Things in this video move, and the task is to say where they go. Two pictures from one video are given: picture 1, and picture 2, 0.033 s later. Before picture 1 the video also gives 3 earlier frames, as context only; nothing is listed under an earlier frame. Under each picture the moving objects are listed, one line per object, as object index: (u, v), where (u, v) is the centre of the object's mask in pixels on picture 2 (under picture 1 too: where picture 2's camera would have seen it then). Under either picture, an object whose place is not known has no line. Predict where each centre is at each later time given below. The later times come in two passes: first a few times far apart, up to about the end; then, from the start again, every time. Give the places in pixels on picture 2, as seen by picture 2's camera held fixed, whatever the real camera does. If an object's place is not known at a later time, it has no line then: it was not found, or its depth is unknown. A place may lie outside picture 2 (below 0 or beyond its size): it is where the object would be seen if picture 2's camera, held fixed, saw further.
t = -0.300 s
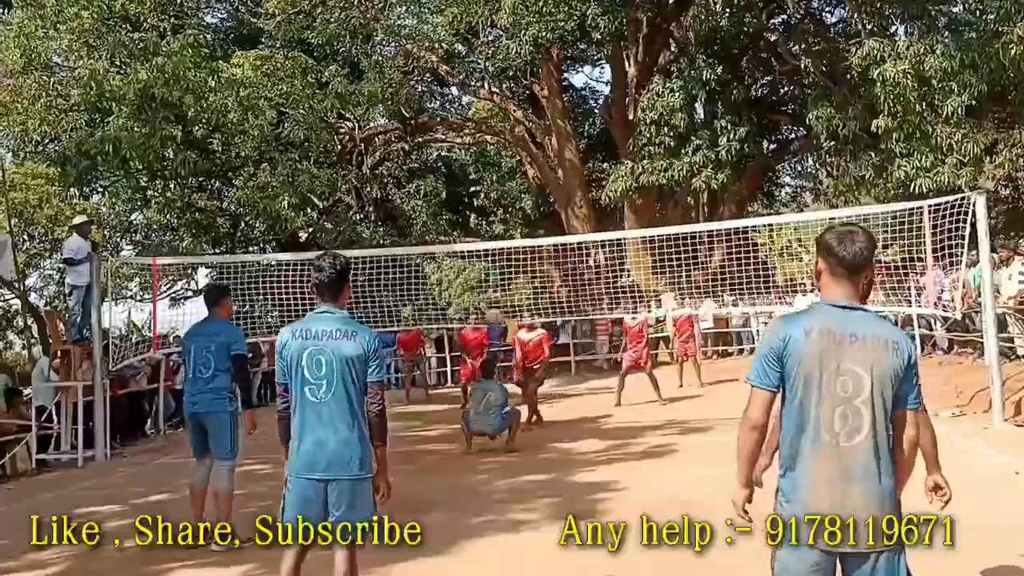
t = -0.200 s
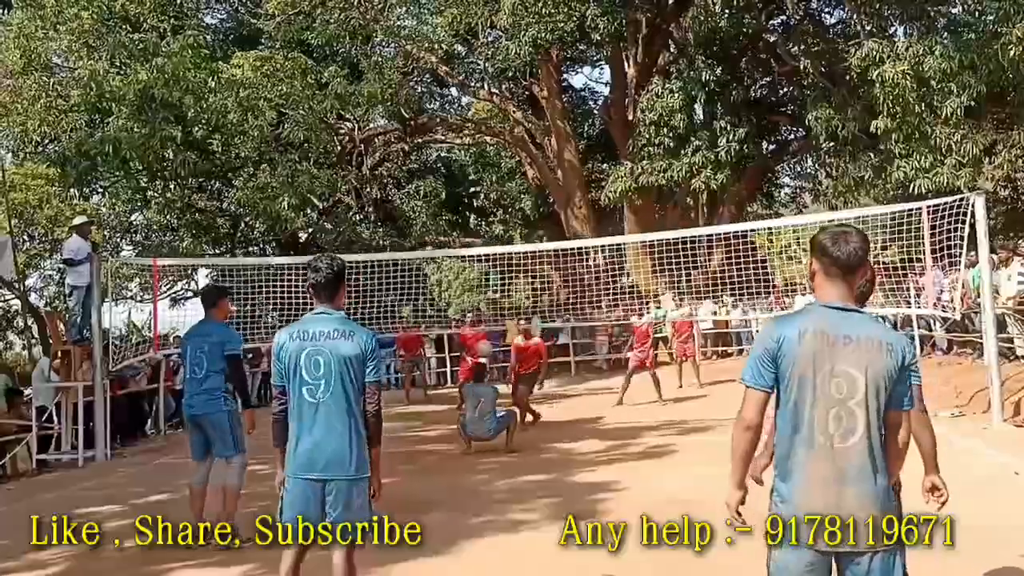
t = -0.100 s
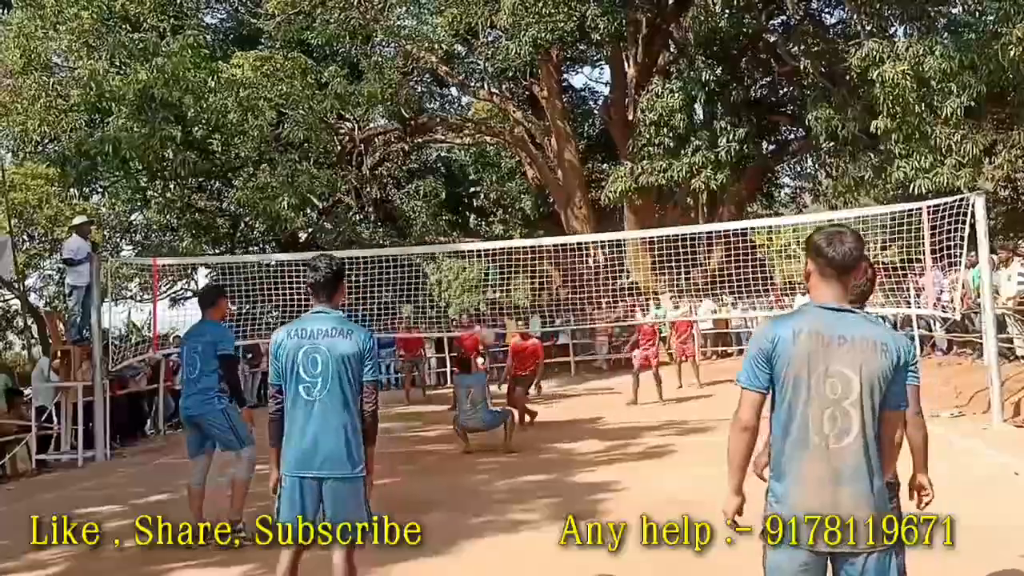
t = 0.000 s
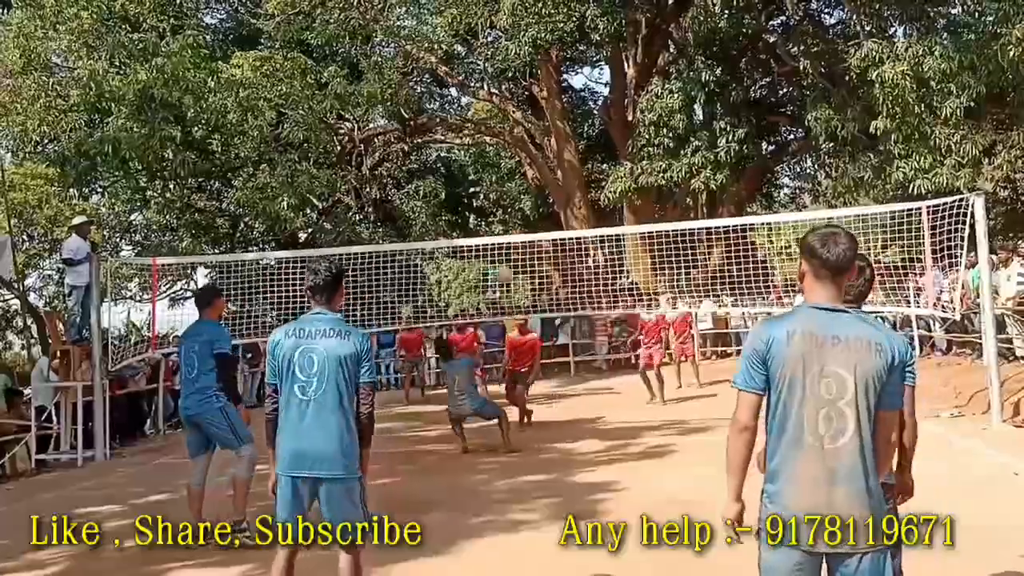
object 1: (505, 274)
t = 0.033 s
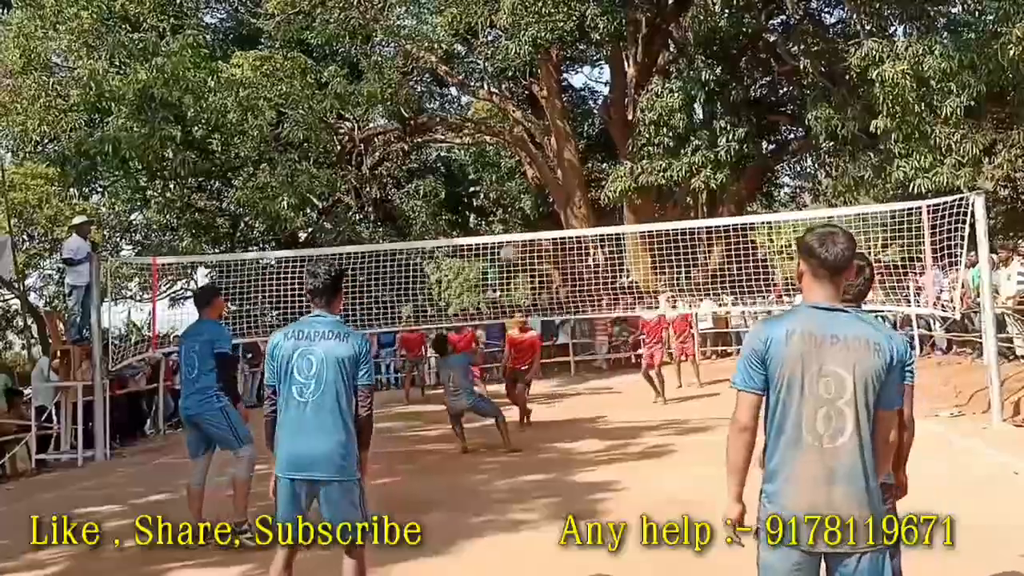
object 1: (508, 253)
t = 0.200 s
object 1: (540, 167)
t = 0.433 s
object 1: (594, 70)
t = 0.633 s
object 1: (648, 24)
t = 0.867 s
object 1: (727, 20)
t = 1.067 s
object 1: (808, 76)
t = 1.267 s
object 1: (911, 202)
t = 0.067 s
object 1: (516, 236)
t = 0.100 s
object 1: (520, 218)
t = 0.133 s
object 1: (528, 200)
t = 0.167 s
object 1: (534, 182)
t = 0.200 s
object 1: (540, 167)
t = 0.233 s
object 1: (546, 148)
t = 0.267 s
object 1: (554, 135)
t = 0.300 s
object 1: (561, 119)
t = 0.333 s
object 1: (569, 106)
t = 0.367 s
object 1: (577, 95)
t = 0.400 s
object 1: (583, 82)
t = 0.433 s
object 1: (594, 70)
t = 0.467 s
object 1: (602, 59)
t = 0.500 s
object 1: (611, 51)
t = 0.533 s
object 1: (619, 42)
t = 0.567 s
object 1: (628, 36)
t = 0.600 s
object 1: (638, 28)
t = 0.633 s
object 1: (648, 24)
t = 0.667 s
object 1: (657, 19)
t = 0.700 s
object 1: (668, 16)
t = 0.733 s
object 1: (678, 13)
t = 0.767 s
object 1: (690, 12)
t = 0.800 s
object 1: (702, 13)
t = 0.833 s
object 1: (715, 15)
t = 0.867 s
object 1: (727, 20)
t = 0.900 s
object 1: (739, 25)
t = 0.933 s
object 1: (752, 32)
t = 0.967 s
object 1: (765, 41)
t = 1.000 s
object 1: (779, 51)
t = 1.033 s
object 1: (793, 63)
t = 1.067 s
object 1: (808, 76)
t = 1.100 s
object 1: (823, 91)
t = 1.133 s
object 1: (840, 109)
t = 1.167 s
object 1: (857, 128)
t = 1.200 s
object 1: (874, 151)
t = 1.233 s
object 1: (892, 176)
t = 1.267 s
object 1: (911, 202)
